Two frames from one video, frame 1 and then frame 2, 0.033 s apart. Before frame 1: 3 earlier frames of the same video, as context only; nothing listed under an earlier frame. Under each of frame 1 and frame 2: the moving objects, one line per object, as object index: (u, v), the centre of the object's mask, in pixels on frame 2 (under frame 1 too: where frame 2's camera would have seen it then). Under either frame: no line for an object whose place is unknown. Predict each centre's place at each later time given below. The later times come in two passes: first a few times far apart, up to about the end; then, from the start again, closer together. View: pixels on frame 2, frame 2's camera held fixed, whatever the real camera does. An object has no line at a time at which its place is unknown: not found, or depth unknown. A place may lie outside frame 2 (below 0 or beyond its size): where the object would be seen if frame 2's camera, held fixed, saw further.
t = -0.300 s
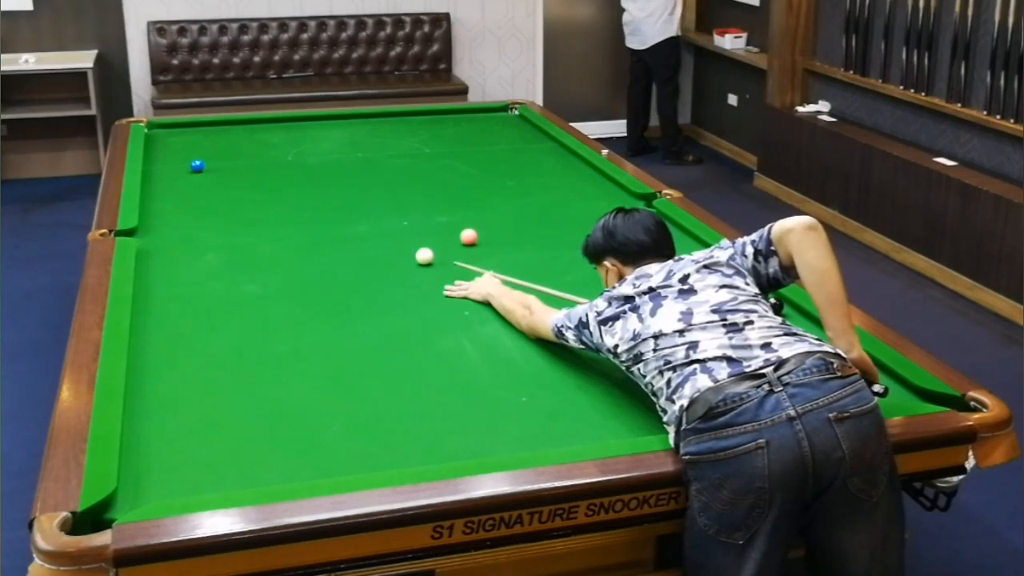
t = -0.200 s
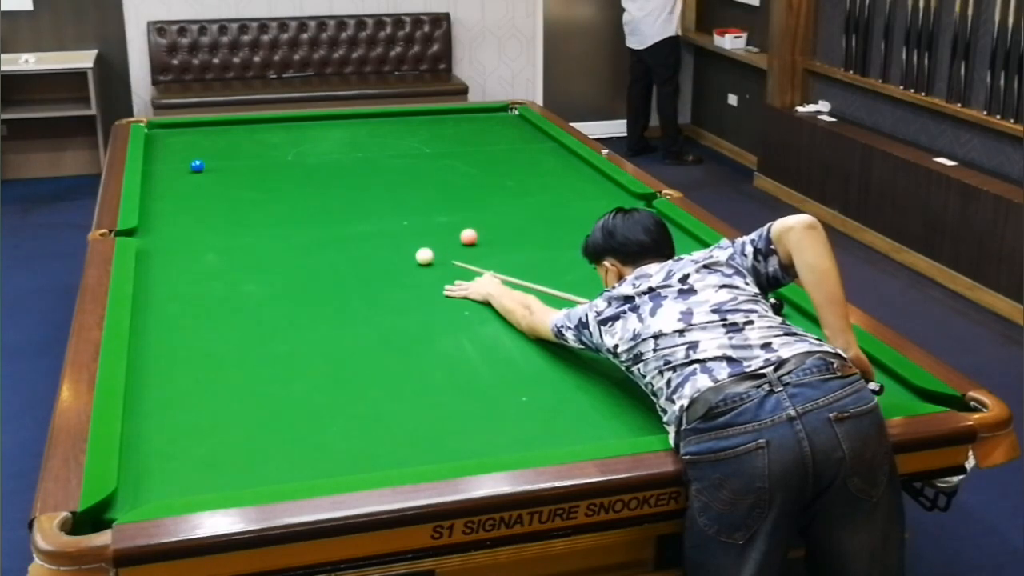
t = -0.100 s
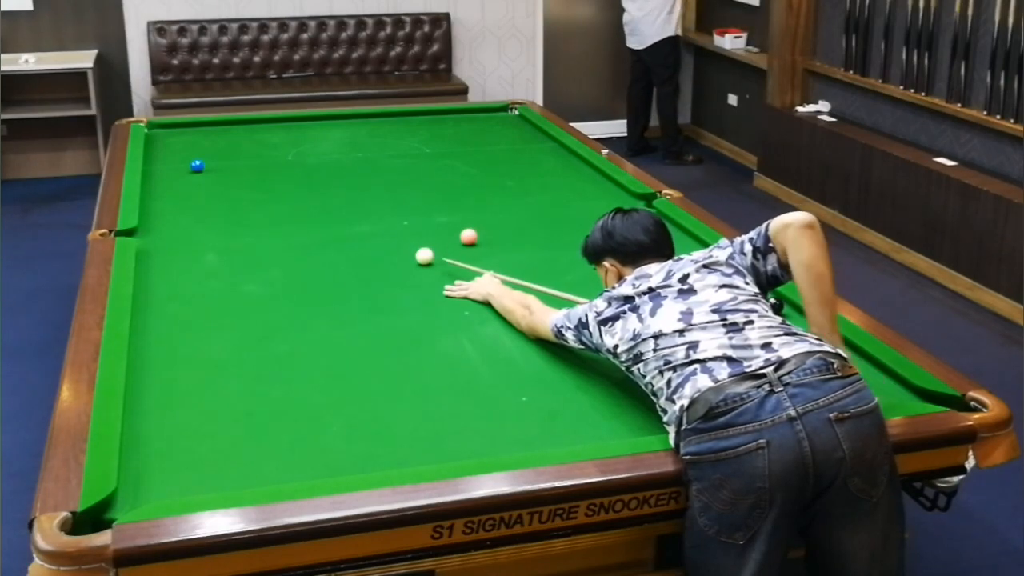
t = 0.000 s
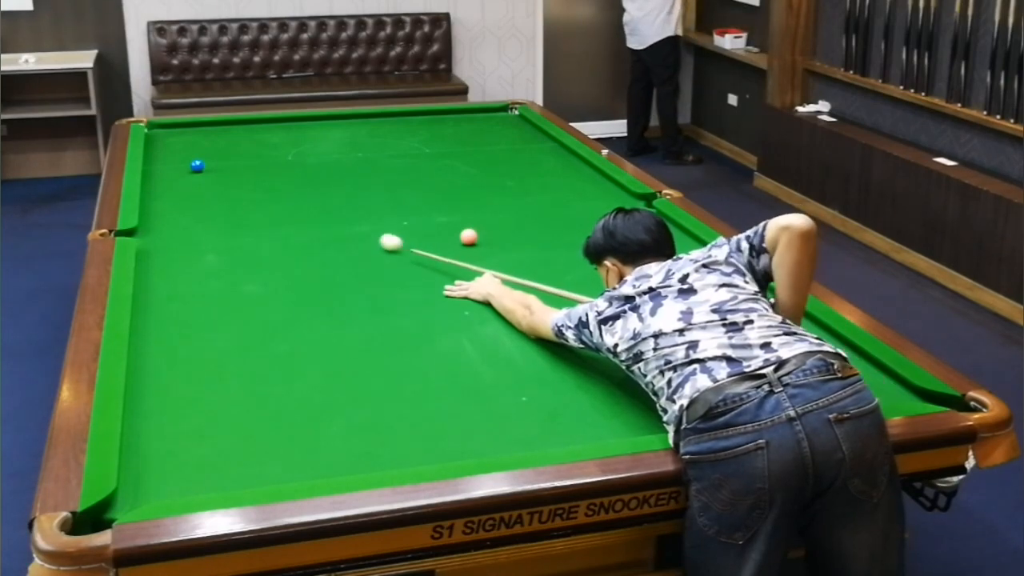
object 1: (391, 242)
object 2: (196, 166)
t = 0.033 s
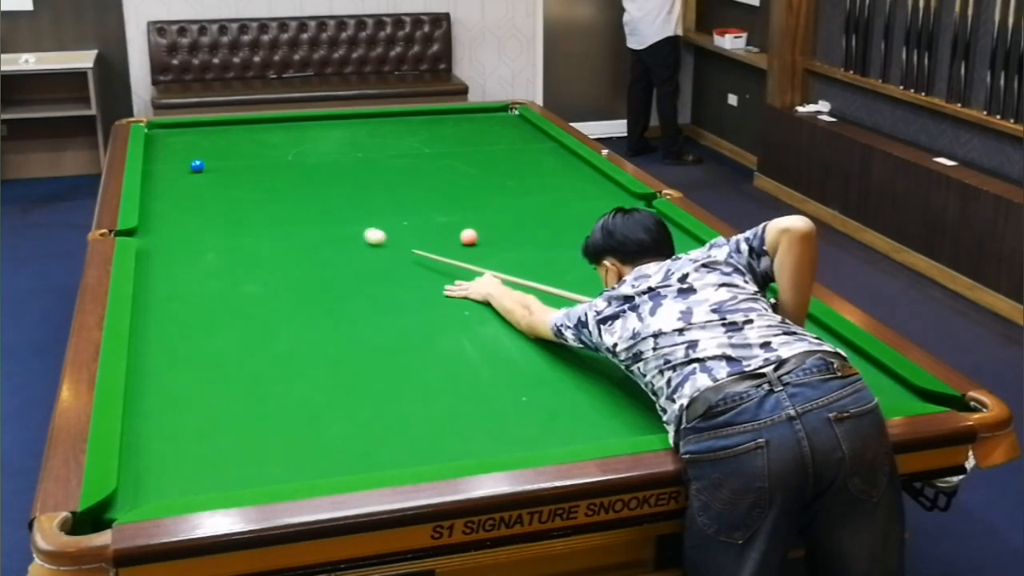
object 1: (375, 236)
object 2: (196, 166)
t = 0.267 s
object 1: (279, 199)
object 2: (196, 166)
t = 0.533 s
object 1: (195, 169)
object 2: (193, 160)
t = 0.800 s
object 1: (150, 167)
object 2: (170, 139)
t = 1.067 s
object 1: (182, 161)
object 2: (149, 126)
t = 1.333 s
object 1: (210, 154)
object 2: (187, 125)
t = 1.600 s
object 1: (236, 148)
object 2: (219, 125)
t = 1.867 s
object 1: (259, 143)
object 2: (249, 126)
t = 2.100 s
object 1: (278, 139)
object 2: (275, 126)
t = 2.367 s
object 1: (298, 135)
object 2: (304, 125)
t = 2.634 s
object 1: (316, 131)
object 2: (329, 127)
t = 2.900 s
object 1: (333, 127)
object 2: (354, 127)
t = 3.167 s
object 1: (348, 123)
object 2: (378, 127)
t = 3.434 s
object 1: (361, 120)
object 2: (400, 127)
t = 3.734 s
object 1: (375, 117)
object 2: (423, 127)
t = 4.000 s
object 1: (386, 114)
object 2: (442, 128)
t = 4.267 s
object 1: (396, 114)
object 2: (460, 128)
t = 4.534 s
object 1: (404, 114)
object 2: (475, 128)
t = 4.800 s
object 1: (412, 115)
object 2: (491, 128)
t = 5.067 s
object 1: (419, 115)
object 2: (504, 128)
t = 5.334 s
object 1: (424, 115)
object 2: (516, 128)
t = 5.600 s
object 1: (428, 116)
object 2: (526, 128)
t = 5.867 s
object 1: (431, 116)
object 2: (535, 128)
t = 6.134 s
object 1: (432, 116)
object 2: (531, 128)
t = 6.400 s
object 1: (432, 116)
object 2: (529, 129)
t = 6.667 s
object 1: (432, 116)
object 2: (526, 129)
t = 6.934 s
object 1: (432, 116)
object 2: (525, 129)
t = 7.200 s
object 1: (432, 116)
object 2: (525, 129)
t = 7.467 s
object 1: (432, 116)
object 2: (525, 129)
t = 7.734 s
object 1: (432, 116)
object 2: (525, 129)
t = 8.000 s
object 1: (432, 116)
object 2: (525, 129)
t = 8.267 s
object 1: (432, 116)
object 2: (525, 129)
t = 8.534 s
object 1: (432, 116)
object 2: (525, 129)
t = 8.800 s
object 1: (432, 116)
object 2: (525, 129)
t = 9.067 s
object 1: (432, 116)
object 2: (525, 129)
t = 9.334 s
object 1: (432, 117)
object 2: (525, 130)
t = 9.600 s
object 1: (432, 116)
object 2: (525, 129)
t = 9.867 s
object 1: (432, 116)
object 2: (525, 129)
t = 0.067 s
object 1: (359, 230)
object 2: (196, 166)
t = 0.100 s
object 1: (345, 225)
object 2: (196, 166)
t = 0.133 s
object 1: (331, 219)
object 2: (196, 166)
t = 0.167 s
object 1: (317, 214)
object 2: (196, 166)
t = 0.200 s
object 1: (304, 209)
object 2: (196, 166)
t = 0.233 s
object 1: (291, 204)
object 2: (196, 166)
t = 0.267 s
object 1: (279, 199)
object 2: (196, 166)
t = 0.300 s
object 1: (267, 195)
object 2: (196, 166)
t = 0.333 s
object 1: (255, 190)
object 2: (196, 166)
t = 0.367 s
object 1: (244, 186)
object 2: (196, 166)
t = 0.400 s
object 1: (233, 181)
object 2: (196, 166)
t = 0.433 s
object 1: (222, 177)
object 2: (196, 166)
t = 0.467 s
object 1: (212, 173)
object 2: (196, 166)
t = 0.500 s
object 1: (203, 170)
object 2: (194, 165)
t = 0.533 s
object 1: (195, 169)
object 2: (193, 160)
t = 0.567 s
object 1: (189, 169)
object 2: (190, 158)
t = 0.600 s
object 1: (183, 169)
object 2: (187, 156)
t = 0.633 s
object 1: (177, 169)
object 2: (184, 153)
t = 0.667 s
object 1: (171, 169)
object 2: (181, 150)
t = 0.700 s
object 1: (165, 169)
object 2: (178, 147)
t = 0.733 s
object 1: (158, 169)
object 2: (175, 144)
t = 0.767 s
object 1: (152, 168)
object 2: (172, 141)
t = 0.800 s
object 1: (150, 167)
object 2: (170, 139)
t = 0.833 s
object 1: (154, 166)
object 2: (168, 137)
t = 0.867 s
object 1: (159, 166)
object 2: (166, 134)
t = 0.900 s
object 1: (163, 165)
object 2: (164, 132)
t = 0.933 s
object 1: (167, 164)
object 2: (162, 130)
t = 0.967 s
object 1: (171, 163)
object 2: (159, 128)
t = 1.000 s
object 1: (174, 162)
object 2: (158, 126)
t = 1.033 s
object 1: (178, 161)
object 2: (153, 126)
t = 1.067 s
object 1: (182, 161)
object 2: (149, 126)
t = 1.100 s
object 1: (186, 160)
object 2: (154, 126)
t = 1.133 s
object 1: (189, 159)
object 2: (161, 126)
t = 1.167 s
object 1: (193, 158)
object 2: (167, 125)
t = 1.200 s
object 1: (196, 157)
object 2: (171, 125)
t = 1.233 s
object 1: (200, 156)
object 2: (175, 125)
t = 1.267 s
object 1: (203, 156)
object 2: (179, 125)
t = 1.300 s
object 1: (207, 155)
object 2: (184, 125)
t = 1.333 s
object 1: (210, 154)
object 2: (187, 125)
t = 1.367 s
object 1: (213, 153)
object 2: (191, 125)
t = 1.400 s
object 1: (217, 153)
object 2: (195, 125)
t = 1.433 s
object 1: (220, 152)
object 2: (199, 125)
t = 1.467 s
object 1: (223, 151)
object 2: (203, 126)
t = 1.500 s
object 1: (226, 151)
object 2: (207, 125)
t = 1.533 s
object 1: (230, 150)
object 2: (211, 125)
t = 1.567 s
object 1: (233, 149)
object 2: (215, 125)
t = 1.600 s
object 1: (236, 148)
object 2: (219, 125)
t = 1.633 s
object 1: (239, 148)
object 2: (223, 125)
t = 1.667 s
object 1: (242, 147)
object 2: (227, 125)
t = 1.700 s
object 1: (245, 146)
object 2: (231, 125)
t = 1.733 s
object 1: (248, 146)
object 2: (234, 125)
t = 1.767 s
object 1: (251, 145)
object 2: (238, 125)
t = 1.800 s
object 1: (254, 144)
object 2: (242, 125)
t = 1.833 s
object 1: (256, 144)
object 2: (246, 125)
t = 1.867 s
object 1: (259, 143)
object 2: (249, 126)
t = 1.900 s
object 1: (262, 142)
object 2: (253, 126)
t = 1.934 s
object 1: (265, 142)
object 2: (257, 126)
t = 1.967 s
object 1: (268, 141)
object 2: (261, 126)
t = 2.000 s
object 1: (270, 141)
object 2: (264, 126)
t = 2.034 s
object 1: (273, 140)
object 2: (268, 126)
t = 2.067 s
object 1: (276, 139)
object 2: (271, 126)
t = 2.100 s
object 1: (278, 139)
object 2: (275, 126)
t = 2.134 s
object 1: (281, 138)
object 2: (278, 125)
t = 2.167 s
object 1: (283, 138)
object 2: (282, 126)
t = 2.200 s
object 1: (286, 137)
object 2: (286, 125)
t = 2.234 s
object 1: (288, 137)
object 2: (290, 125)
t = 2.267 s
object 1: (291, 136)
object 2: (293, 125)
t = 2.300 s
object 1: (293, 135)
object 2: (296, 125)
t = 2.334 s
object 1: (296, 135)
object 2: (300, 125)
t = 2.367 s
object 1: (298, 135)
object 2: (304, 125)
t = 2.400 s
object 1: (300, 134)
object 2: (307, 125)
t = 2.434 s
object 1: (303, 134)
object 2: (310, 125)
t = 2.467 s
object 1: (305, 133)
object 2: (313, 126)
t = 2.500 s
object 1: (307, 132)
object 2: (317, 126)
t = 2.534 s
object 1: (310, 132)
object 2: (320, 126)
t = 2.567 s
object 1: (312, 131)
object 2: (323, 126)
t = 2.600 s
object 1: (314, 131)
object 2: (326, 126)
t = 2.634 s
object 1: (316, 131)
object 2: (329, 127)
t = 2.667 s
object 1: (319, 130)
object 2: (332, 127)
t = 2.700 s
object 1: (320, 130)
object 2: (335, 127)
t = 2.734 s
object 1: (323, 129)
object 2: (339, 127)
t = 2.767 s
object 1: (325, 129)
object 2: (342, 127)
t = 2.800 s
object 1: (327, 128)
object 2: (345, 127)
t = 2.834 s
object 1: (329, 128)
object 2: (348, 127)
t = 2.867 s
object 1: (331, 127)
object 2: (351, 127)
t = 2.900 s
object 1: (333, 127)
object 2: (354, 127)
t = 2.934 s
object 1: (335, 127)
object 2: (357, 127)
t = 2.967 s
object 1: (337, 126)
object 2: (360, 127)
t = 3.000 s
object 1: (338, 125)
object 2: (363, 127)
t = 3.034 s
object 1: (340, 125)
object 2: (366, 127)
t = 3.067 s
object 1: (342, 124)
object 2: (369, 127)
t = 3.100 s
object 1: (344, 124)
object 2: (372, 127)
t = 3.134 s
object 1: (346, 124)
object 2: (375, 127)
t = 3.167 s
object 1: (348, 123)
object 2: (378, 127)
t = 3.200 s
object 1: (350, 123)
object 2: (380, 127)
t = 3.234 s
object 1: (351, 122)
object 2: (383, 127)
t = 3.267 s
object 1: (353, 122)
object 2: (386, 127)
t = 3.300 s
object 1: (355, 121)
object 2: (389, 127)
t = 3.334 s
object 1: (356, 121)
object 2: (391, 127)
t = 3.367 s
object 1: (358, 121)
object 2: (394, 127)
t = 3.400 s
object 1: (360, 120)
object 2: (397, 127)
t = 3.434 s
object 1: (361, 120)
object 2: (400, 127)
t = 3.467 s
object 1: (363, 120)
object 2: (402, 127)
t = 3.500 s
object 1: (365, 119)
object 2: (405, 127)
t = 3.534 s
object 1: (366, 119)
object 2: (408, 127)
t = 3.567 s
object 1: (368, 119)
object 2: (410, 127)
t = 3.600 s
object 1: (370, 118)
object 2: (413, 127)
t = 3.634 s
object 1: (371, 118)
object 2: (415, 127)
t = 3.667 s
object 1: (372, 117)
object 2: (418, 127)
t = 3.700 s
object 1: (374, 117)
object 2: (420, 127)
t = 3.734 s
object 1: (375, 117)
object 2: (423, 127)
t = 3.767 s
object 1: (377, 117)
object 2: (426, 128)
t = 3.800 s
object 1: (378, 116)
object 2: (428, 128)
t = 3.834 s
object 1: (379, 116)
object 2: (430, 128)
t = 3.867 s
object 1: (381, 116)
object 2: (433, 128)
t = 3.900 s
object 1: (382, 115)
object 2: (435, 128)
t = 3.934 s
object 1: (384, 115)
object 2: (437, 128)
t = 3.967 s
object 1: (385, 114)
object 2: (440, 128)
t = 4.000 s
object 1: (386, 114)
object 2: (442, 128)
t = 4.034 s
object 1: (388, 114)
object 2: (444, 128)
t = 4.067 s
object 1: (389, 114)
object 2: (446, 128)
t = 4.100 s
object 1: (390, 114)
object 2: (448, 128)
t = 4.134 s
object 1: (391, 114)
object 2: (451, 128)
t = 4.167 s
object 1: (393, 114)
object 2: (453, 128)
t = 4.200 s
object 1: (394, 114)
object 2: (455, 128)
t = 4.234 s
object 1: (395, 113)
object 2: (457, 128)
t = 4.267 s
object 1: (396, 114)
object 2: (460, 128)
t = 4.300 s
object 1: (397, 114)
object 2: (462, 128)
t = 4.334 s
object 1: (398, 114)
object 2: (464, 128)
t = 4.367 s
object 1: (399, 114)
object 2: (466, 128)
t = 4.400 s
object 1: (400, 114)
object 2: (468, 128)
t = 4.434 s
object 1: (401, 114)
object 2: (470, 128)
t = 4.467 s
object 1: (402, 114)
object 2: (472, 128)
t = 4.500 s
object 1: (403, 114)
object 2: (474, 128)
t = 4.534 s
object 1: (404, 114)
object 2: (475, 128)
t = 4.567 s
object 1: (406, 114)
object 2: (477, 128)
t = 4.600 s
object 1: (407, 114)
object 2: (480, 128)
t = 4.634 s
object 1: (408, 114)
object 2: (481, 128)
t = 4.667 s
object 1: (408, 114)
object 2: (483, 128)
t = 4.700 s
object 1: (410, 114)
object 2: (485, 128)
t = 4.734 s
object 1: (410, 115)
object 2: (487, 128)
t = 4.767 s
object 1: (411, 115)
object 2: (489, 128)
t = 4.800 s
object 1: (412, 115)
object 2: (491, 128)
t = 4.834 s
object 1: (413, 115)
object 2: (493, 128)
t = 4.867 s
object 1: (414, 115)
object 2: (494, 128)
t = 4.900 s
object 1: (415, 115)
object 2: (496, 128)
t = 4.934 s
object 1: (415, 115)
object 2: (498, 128)
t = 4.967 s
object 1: (416, 115)
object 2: (499, 128)
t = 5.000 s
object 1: (417, 115)
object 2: (501, 128)
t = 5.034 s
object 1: (418, 115)
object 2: (502, 128)
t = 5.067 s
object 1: (419, 115)
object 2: (504, 128)
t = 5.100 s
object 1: (419, 115)
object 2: (505, 128)
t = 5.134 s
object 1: (420, 115)
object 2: (507, 128)
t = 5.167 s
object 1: (421, 115)
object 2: (509, 128)
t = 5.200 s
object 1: (421, 115)
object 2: (510, 128)
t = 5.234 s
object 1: (422, 115)
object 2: (511, 128)
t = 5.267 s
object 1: (423, 115)
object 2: (513, 128)
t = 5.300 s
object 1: (423, 115)
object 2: (515, 128)
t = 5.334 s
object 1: (424, 115)
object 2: (516, 128)
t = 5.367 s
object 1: (424, 115)
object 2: (517, 128)
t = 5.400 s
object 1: (425, 116)
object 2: (519, 128)
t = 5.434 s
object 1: (426, 116)
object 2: (520, 128)
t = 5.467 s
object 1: (426, 116)
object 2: (521, 128)
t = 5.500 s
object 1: (426, 116)
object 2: (523, 128)
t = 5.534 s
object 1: (427, 116)
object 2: (524, 128)
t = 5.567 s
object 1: (427, 116)
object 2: (525, 128)
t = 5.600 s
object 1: (428, 116)
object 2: (526, 128)
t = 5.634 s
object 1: (428, 116)
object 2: (528, 128)
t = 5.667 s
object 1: (429, 116)
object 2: (529, 128)
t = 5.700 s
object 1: (429, 116)
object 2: (530, 128)
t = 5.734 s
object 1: (430, 116)
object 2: (531, 128)
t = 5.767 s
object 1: (430, 116)
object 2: (532, 128)
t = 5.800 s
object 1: (430, 116)
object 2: (533, 128)
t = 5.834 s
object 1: (430, 116)
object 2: (534, 128)
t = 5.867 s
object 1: (431, 116)
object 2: (535, 128)
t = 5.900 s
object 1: (431, 116)
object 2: (535, 128)
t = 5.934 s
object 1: (431, 116)
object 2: (535, 128)
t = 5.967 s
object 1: (431, 116)
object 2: (534, 128)
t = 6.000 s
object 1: (431, 116)
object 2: (533, 128)
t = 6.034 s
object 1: (431, 116)
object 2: (533, 128)
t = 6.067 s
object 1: (432, 116)
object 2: (532, 128)
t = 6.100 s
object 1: (432, 116)
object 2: (532, 128)
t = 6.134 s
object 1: (432, 116)
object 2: (531, 128)
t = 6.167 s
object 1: (432, 116)
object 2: (531, 128)
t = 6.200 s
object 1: (432, 116)
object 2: (531, 128)
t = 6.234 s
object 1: (432, 116)
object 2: (530, 128)
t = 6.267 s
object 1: (432, 116)
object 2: (530, 128)
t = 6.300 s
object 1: (432, 116)
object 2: (530, 128)
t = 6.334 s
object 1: (432, 116)
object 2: (529, 129)
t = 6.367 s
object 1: (432, 116)
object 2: (529, 129)
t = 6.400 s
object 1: (432, 116)
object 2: (529, 129)
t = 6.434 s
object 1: (432, 116)
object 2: (528, 129)
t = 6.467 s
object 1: (432, 116)
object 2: (528, 129)
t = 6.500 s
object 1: (432, 116)
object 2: (528, 129)
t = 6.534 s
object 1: (432, 116)
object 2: (528, 129)
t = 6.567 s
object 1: (432, 116)
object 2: (527, 129)
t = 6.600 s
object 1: (432, 116)
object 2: (527, 129)
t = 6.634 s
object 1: (432, 116)
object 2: (526, 129)
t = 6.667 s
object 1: (432, 116)
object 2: (526, 129)
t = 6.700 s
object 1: (432, 116)
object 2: (526, 129)
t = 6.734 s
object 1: (432, 116)
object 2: (526, 129)
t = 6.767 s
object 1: (432, 116)
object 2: (526, 129)
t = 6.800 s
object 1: (432, 116)
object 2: (525, 129)
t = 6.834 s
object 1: (432, 116)
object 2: (525, 129)
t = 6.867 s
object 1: (432, 116)
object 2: (525, 129)
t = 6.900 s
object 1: (432, 116)
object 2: (525, 129)
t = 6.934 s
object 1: (432, 116)
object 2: (525, 129)
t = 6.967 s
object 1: (432, 116)
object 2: (525, 129)
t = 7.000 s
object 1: (432, 116)
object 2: (525, 129)
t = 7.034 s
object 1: (432, 116)
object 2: (525, 129)
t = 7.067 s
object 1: (432, 116)
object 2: (525, 129)
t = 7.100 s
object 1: (432, 116)
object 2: (525, 129)
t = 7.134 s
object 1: (432, 116)
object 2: (525, 129)
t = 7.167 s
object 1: (432, 116)
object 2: (525, 129)
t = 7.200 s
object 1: (432, 116)
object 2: (525, 129)
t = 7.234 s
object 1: (432, 117)
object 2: (525, 130)
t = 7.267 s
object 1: (432, 116)
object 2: (525, 129)
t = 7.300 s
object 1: (432, 116)
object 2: (525, 129)
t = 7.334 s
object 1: (432, 116)
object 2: (525, 129)
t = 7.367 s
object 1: (432, 116)
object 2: (524, 129)
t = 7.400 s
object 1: (432, 116)
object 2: (525, 129)
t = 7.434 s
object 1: (432, 116)
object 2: (525, 129)
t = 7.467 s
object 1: (432, 116)
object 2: (525, 129)
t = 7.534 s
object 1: (432, 116)
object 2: (525, 129)
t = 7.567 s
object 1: (432, 116)
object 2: (525, 129)
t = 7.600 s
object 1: (432, 116)
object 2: (525, 129)
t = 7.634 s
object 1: (432, 116)
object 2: (525, 129)
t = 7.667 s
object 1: (432, 116)
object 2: (525, 129)
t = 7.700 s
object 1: (432, 116)
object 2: (525, 129)
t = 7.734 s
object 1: (432, 116)
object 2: (525, 129)
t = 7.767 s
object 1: (432, 116)
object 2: (525, 129)
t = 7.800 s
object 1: (432, 116)
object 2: (525, 129)
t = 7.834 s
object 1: (432, 116)
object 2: (525, 129)
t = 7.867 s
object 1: (432, 116)
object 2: (525, 129)
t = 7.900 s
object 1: (432, 116)
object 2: (525, 129)
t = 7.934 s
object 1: (432, 116)
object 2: (525, 129)
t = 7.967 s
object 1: (432, 116)
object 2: (525, 129)
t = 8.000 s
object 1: (432, 116)
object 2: (525, 129)
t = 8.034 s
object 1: (432, 116)
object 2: (525, 129)
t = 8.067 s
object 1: (432, 116)
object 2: (525, 129)
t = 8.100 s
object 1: (432, 116)
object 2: (525, 129)
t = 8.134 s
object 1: (432, 116)
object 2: (525, 129)
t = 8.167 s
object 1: (432, 116)
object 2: (525, 129)
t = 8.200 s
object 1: (432, 116)
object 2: (525, 129)
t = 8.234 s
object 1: (432, 116)
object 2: (525, 129)
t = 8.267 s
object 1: (432, 116)
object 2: (525, 129)
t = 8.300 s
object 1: (432, 116)
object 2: (525, 129)
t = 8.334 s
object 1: (432, 116)
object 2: (525, 129)
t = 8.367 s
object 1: (432, 116)
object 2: (525, 129)
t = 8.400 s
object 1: (432, 116)
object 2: (525, 129)
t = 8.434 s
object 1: (432, 116)
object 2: (525, 129)
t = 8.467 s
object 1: (432, 116)
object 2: (525, 129)
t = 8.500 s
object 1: (432, 116)
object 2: (525, 129)
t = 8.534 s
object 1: (432, 116)
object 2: (525, 129)
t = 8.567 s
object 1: (432, 116)
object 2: (525, 129)
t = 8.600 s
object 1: (432, 116)
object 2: (525, 129)
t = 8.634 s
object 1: (432, 116)
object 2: (525, 129)
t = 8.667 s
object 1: (432, 116)
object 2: (525, 129)
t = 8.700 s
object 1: (432, 116)
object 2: (525, 129)
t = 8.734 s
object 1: (432, 116)
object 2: (525, 129)
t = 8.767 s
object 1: (432, 116)
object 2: (525, 129)
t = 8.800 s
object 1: (432, 116)
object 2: (525, 129)
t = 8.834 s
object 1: (432, 116)
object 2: (524, 129)
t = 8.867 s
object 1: (432, 116)
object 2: (525, 129)
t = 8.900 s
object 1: (432, 116)
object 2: (525, 129)
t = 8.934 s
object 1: (432, 116)
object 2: (525, 129)
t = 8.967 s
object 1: (432, 116)
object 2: (525, 129)
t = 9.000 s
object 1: (432, 116)
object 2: (525, 129)
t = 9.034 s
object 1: (432, 116)
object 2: (525, 129)
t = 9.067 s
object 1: (432, 116)
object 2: (525, 129)
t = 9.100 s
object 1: (432, 116)
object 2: (525, 129)
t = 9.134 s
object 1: (432, 116)
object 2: (525, 129)
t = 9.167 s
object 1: (432, 116)
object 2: (525, 129)
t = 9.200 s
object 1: (432, 117)
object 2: (525, 130)
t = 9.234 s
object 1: (432, 116)
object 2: (525, 129)
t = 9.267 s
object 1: (432, 117)
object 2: (525, 130)
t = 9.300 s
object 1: (432, 117)
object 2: (525, 130)
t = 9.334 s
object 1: (432, 117)
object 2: (525, 130)
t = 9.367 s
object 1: (432, 116)
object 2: (525, 129)
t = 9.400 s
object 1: (432, 116)
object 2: (525, 129)
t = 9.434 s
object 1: (432, 116)
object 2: (525, 129)
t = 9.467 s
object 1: (432, 116)
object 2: (525, 129)
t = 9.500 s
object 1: (432, 116)
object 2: (525, 129)
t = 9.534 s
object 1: (432, 116)
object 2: (525, 129)
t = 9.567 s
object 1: (432, 116)
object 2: (525, 129)
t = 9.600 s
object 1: (432, 116)
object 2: (525, 129)
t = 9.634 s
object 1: (432, 116)
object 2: (525, 129)
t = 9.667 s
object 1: (432, 116)
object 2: (525, 129)
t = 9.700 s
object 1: (432, 116)
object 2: (525, 129)
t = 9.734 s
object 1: (432, 116)
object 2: (525, 129)
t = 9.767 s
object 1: (432, 116)
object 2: (525, 129)
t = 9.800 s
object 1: (432, 116)
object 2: (525, 129)
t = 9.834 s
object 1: (432, 116)
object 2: (525, 129)
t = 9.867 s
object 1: (432, 116)
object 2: (525, 129)
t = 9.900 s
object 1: (432, 116)
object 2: (525, 129)
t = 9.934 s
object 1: (432, 116)
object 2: (525, 129)
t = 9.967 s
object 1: (432, 116)
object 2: (525, 129)
